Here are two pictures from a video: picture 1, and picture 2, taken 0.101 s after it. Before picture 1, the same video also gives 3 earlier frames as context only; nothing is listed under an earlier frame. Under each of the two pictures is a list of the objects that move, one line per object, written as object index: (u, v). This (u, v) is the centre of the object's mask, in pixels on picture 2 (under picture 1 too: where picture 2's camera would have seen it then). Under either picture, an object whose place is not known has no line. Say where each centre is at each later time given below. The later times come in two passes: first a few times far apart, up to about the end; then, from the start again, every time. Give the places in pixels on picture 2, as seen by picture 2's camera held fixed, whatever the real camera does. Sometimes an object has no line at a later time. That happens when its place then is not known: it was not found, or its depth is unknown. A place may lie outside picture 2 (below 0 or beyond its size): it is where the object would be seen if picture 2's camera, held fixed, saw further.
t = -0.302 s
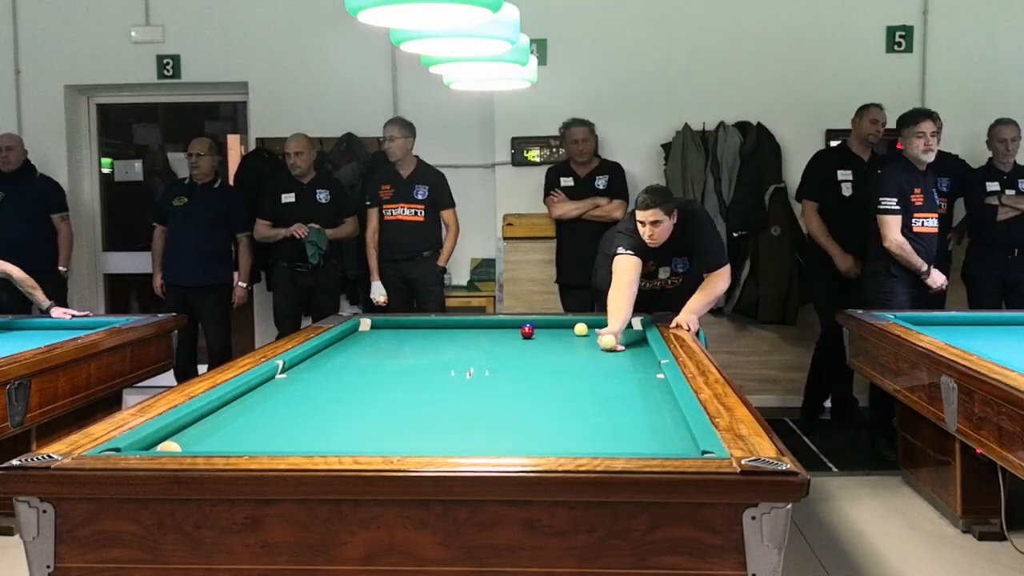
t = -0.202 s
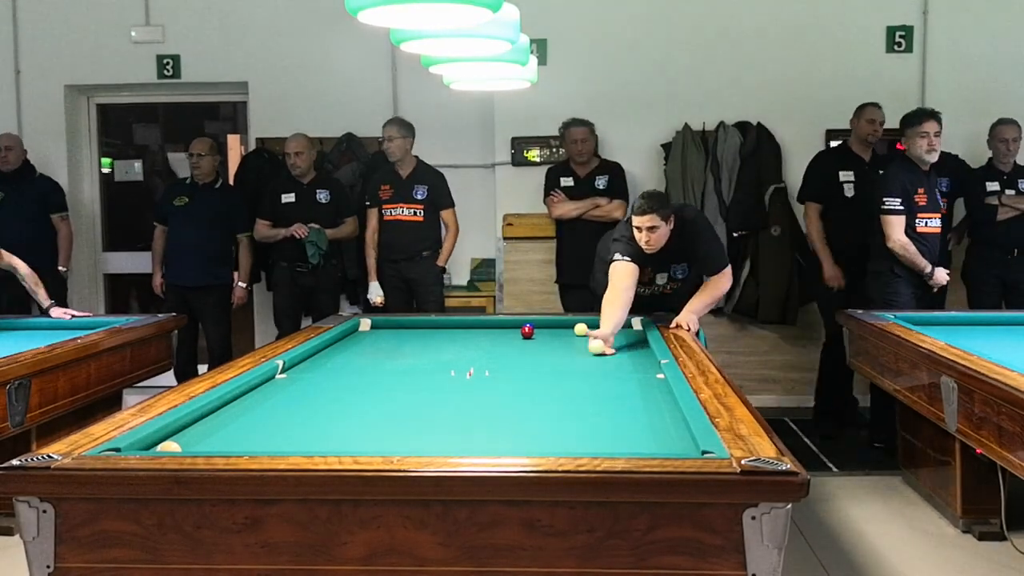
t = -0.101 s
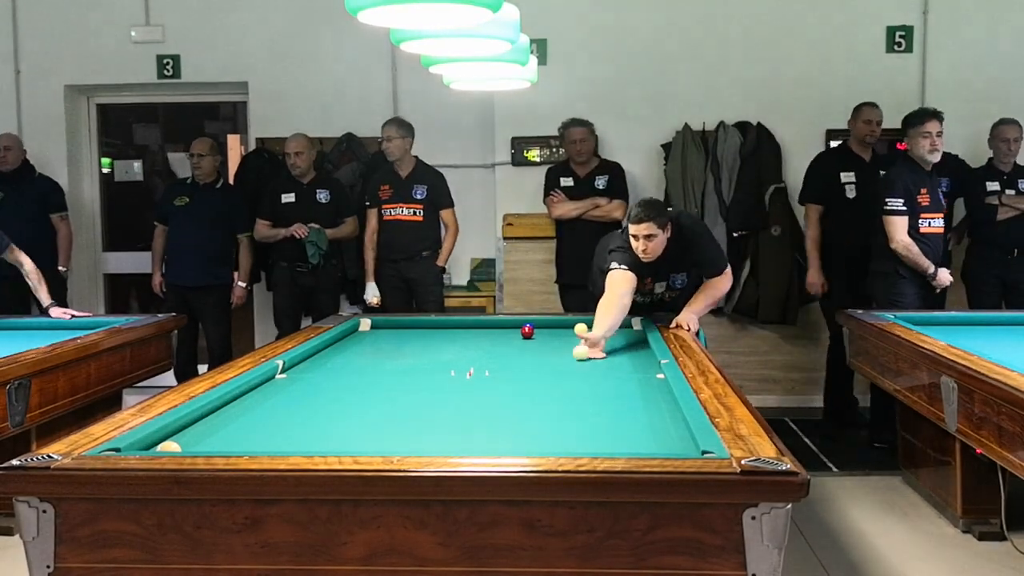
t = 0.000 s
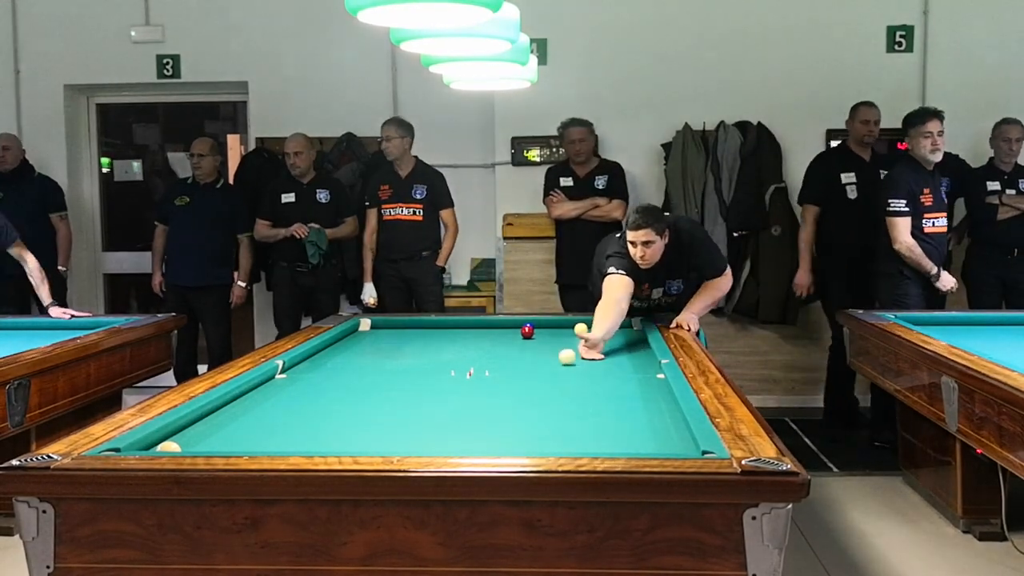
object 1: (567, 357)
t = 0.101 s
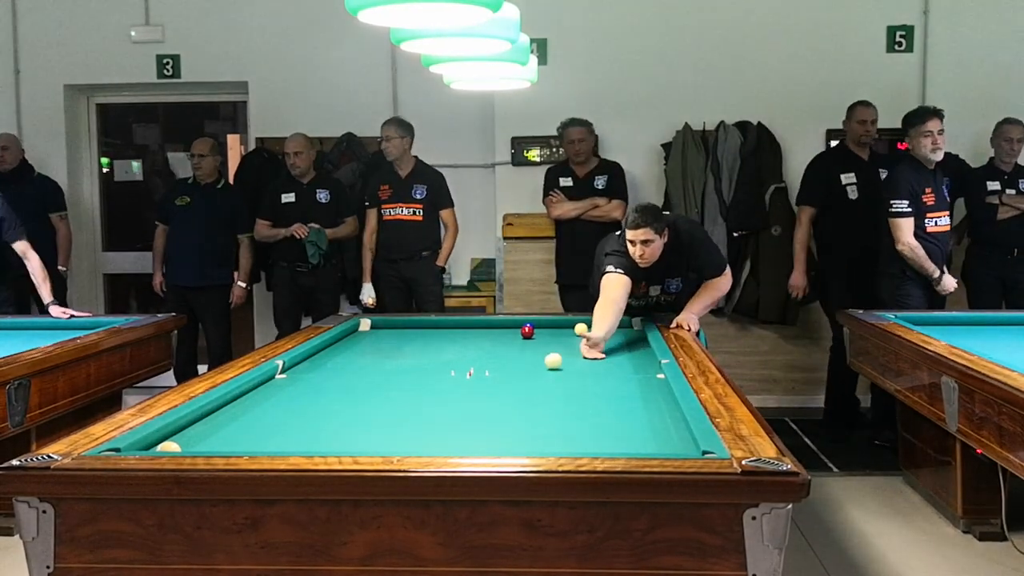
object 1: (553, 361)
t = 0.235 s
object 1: (533, 367)
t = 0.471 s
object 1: (497, 378)
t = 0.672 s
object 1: (462, 389)
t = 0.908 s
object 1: (415, 403)
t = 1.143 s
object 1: (362, 419)
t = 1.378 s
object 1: (301, 438)
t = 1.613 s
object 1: (233, 449)
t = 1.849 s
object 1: (227, 441)
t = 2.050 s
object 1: (221, 432)
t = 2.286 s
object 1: (216, 420)
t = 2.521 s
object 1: (217, 410)
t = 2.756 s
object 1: (242, 402)
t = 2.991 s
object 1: (265, 395)
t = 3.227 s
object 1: (286, 389)
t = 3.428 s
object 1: (303, 384)
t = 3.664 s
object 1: (321, 378)
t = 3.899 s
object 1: (337, 373)
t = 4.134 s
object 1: (353, 368)
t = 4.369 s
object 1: (367, 364)
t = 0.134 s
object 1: (548, 362)
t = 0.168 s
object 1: (544, 364)
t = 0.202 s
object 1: (538, 365)
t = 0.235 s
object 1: (533, 367)
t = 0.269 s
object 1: (529, 368)
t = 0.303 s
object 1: (523, 370)
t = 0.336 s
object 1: (519, 372)
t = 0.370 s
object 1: (513, 373)
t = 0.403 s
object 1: (508, 375)
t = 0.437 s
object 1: (502, 376)
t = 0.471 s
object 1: (497, 378)
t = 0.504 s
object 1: (491, 380)
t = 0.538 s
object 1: (486, 381)
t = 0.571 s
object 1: (480, 383)
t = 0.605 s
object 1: (474, 385)
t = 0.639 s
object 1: (468, 387)
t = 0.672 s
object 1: (462, 389)
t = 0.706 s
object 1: (455, 390)
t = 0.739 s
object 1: (449, 392)
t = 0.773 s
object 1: (442, 395)
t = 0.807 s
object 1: (436, 396)
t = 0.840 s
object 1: (429, 399)
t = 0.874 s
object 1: (422, 401)
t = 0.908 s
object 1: (415, 403)
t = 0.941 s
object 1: (408, 405)
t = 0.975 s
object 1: (401, 407)
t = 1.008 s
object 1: (394, 409)
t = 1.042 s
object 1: (386, 412)
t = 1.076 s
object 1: (379, 414)
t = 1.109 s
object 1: (371, 416)
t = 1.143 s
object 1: (362, 419)
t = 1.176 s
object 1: (354, 421)
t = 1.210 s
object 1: (346, 424)
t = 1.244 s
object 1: (338, 427)
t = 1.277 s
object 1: (329, 429)
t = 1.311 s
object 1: (319, 432)
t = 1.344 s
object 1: (311, 435)
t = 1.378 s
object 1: (301, 438)
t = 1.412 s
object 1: (292, 440)
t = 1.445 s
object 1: (282, 441)
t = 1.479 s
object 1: (272, 444)
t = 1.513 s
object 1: (262, 445)
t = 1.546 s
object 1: (251, 447)
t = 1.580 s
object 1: (242, 448)
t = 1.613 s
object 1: (233, 449)
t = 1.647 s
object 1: (232, 448)
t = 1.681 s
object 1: (232, 447)
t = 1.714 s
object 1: (231, 446)
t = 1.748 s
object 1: (230, 444)
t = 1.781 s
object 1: (229, 443)
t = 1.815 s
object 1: (228, 442)
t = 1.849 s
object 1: (227, 441)
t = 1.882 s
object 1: (226, 440)
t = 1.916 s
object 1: (225, 439)
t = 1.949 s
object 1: (224, 437)
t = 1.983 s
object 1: (223, 435)
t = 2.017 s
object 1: (222, 434)
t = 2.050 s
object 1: (221, 432)
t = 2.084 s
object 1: (220, 430)
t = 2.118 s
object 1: (220, 428)
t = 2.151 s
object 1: (219, 427)
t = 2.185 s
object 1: (218, 425)
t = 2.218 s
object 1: (217, 424)
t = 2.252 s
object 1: (216, 422)
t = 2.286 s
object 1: (216, 420)
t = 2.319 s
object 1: (215, 419)
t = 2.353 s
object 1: (214, 417)
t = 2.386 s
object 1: (213, 416)
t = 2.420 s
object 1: (213, 414)
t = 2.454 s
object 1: (212, 413)
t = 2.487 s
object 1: (213, 411)
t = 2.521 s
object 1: (217, 410)
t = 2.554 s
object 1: (221, 409)
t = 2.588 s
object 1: (225, 408)
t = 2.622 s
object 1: (228, 407)
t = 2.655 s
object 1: (232, 406)
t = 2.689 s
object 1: (235, 405)
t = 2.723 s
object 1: (239, 403)
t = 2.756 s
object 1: (242, 402)
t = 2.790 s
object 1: (246, 401)
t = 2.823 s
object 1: (249, 400)
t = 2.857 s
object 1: (252, 399)
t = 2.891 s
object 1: (256, 398)
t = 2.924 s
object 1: (259, 397)
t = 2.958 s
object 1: (262, 396)
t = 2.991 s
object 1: (265, 395)
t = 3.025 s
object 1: (268, 394)
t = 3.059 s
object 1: (271, 393)
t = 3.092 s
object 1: (274, 392)
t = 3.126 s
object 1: (277, 391)
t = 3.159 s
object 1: (280, 390)
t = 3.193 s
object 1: (283, 389)
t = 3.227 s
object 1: (286, 389)
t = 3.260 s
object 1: (289, 388)
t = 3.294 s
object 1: (292, 387)
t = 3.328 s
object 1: (294, 386)
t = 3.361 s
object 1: (297, 385)
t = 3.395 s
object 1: (300, 384)
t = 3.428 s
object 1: (303, 384)
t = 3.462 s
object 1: (305, 383)
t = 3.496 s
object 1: (308, 382)
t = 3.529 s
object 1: (310, 381)
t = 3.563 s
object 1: (313, 380)
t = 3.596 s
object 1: (316, 379)
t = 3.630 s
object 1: (318, 378)
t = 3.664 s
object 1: (321, 378)
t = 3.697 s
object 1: (323, 377)
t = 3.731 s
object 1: (325, 376)
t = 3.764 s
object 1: (328, 376)
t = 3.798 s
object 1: (330, 375)
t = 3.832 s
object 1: (333, 374)
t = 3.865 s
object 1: (335, 373)
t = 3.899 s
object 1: (337, 373)
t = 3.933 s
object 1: (339, 372)
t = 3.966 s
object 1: (342, 371)
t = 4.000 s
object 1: (344, 371)
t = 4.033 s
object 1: (346, 370)
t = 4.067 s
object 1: (348, 369)
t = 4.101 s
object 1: (350, 369)
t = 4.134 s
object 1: (353, 368)
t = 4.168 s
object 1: (354, 368)
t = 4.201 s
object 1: (357, 367)
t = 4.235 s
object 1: (359, 366)
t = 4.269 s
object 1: (361, 365)
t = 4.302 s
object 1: (363, 365)
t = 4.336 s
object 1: (365, 364)
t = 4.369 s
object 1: (367, 364)
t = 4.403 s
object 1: (369, 363)
